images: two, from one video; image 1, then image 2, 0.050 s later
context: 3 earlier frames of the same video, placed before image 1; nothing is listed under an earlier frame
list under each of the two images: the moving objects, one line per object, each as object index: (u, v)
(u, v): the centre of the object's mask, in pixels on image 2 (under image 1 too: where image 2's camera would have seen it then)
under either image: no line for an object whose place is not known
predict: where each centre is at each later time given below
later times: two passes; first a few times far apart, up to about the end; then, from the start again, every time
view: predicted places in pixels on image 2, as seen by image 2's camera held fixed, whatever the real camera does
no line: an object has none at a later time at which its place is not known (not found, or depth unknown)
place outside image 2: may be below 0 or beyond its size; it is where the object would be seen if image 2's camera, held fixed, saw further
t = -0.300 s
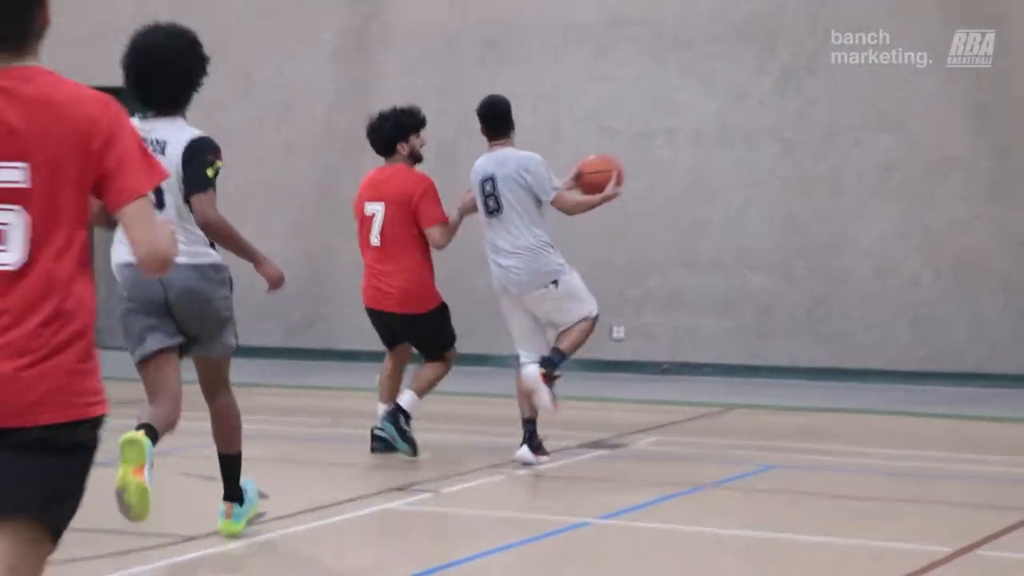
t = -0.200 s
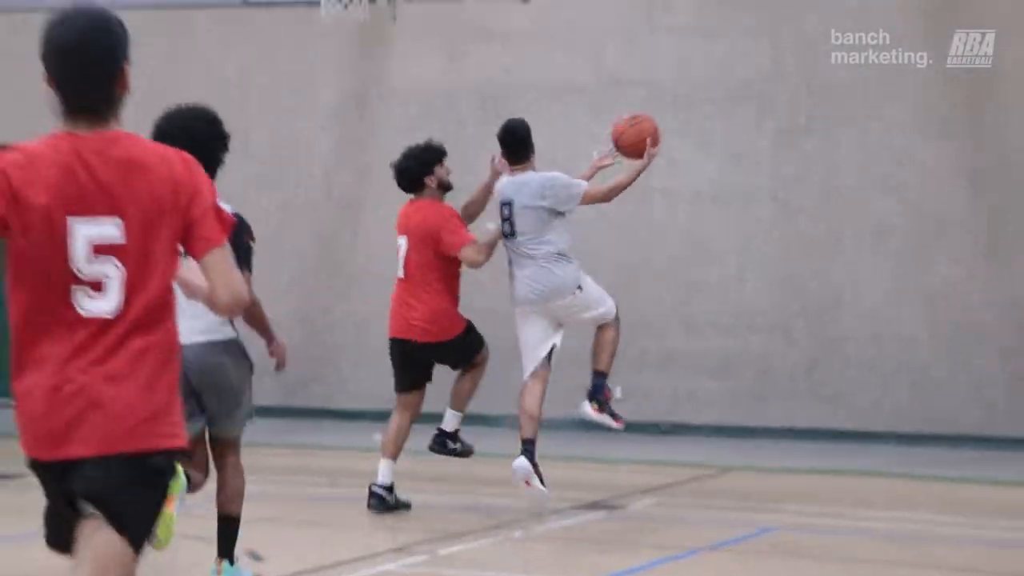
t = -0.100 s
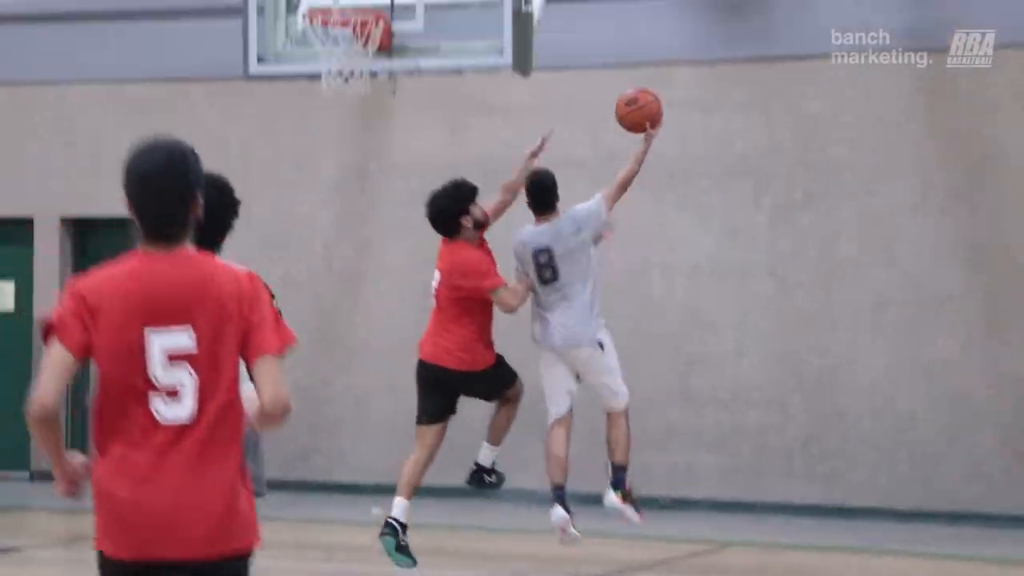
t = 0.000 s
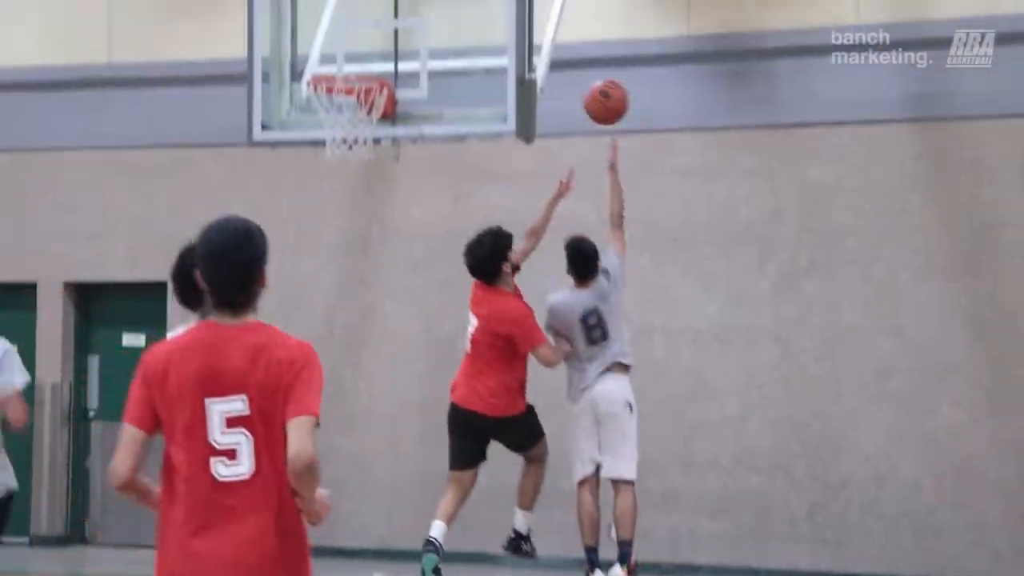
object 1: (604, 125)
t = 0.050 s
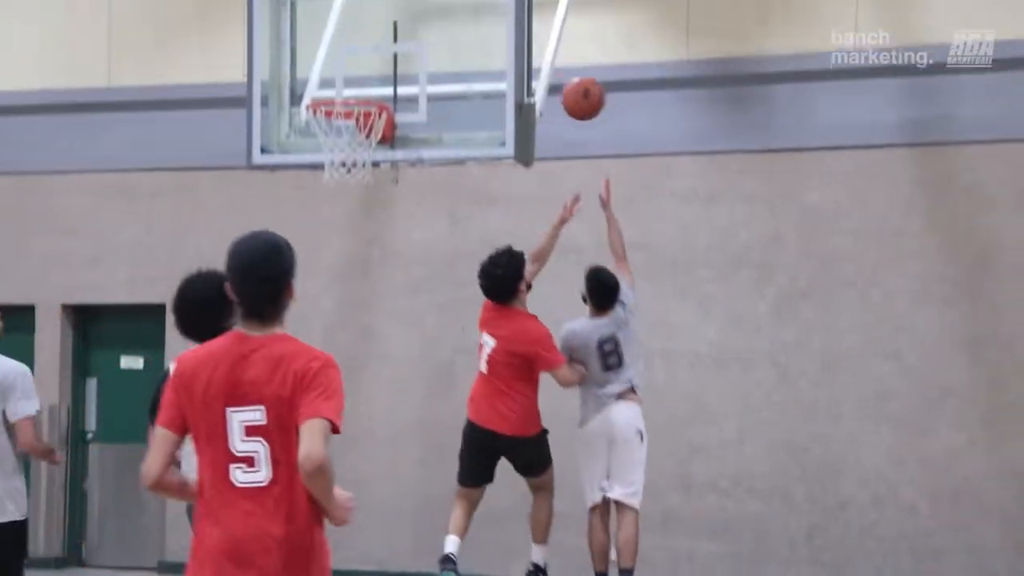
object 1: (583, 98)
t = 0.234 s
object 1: (511, 41)
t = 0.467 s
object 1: (424, 49)
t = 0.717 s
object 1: (328, 117)
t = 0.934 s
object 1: (374, 237)
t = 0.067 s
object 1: (577, 90)
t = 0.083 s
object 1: (570, 83)
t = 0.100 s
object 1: (563, 76)
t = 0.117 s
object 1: (557, 70)
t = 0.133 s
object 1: (550, 64)
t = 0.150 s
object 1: (544, 58)
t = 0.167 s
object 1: (537, 54)
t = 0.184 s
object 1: (530, 49)
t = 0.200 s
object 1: (523, 46)
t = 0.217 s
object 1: (517, 43)
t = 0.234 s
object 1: (511, 41)
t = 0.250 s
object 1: (505, 39)
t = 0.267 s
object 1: (498, 37)
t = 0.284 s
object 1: (491, 36)
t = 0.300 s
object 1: (485, 36)
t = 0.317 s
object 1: (479, 35)
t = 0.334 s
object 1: (473, 36)
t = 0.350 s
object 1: (466, 37)
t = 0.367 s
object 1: (460, 38)
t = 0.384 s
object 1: (454, 40)
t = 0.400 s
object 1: (448, 42)
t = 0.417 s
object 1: (442, 44)
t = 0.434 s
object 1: (436, 47)
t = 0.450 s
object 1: (430, 48)
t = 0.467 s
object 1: (424, 49)
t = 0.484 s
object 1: (417, 50)
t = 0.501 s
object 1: (411, 52)
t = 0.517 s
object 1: (404, 54)
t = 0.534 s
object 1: (398, 57)
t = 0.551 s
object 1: (391, 60)
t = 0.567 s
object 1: (385, 64)
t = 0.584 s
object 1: (378, 68)
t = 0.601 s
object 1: (372, 72)
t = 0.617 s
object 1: (365, 77)
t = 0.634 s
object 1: (358, 83)
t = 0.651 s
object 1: (351, 87)
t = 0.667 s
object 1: (345, 90)
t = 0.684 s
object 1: (338, 94)
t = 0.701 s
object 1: (331, 111)
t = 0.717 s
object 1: (328, 117)
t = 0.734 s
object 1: (330, 126)
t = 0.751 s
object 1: (336, 129)
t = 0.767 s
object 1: (342, 138)
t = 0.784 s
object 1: (346, 147)
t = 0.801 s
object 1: (349, 156)
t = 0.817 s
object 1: (352, 164)
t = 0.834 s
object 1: (355, 174)
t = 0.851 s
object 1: (358, 185)
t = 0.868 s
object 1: (362, 193)
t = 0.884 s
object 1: (365, 203)
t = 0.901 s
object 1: (368, 214)
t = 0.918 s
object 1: (372, 226)
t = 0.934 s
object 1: (374, 237)
